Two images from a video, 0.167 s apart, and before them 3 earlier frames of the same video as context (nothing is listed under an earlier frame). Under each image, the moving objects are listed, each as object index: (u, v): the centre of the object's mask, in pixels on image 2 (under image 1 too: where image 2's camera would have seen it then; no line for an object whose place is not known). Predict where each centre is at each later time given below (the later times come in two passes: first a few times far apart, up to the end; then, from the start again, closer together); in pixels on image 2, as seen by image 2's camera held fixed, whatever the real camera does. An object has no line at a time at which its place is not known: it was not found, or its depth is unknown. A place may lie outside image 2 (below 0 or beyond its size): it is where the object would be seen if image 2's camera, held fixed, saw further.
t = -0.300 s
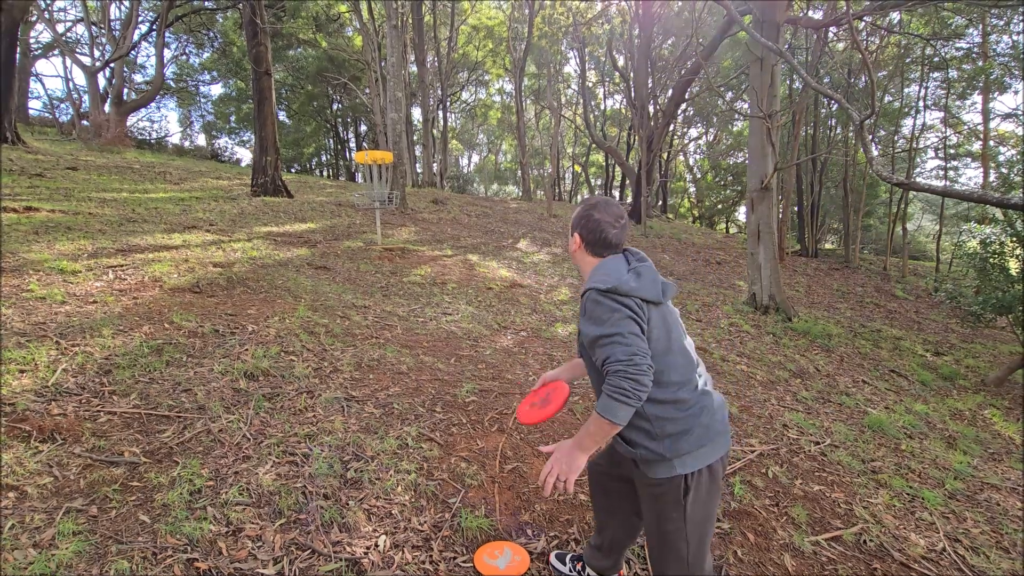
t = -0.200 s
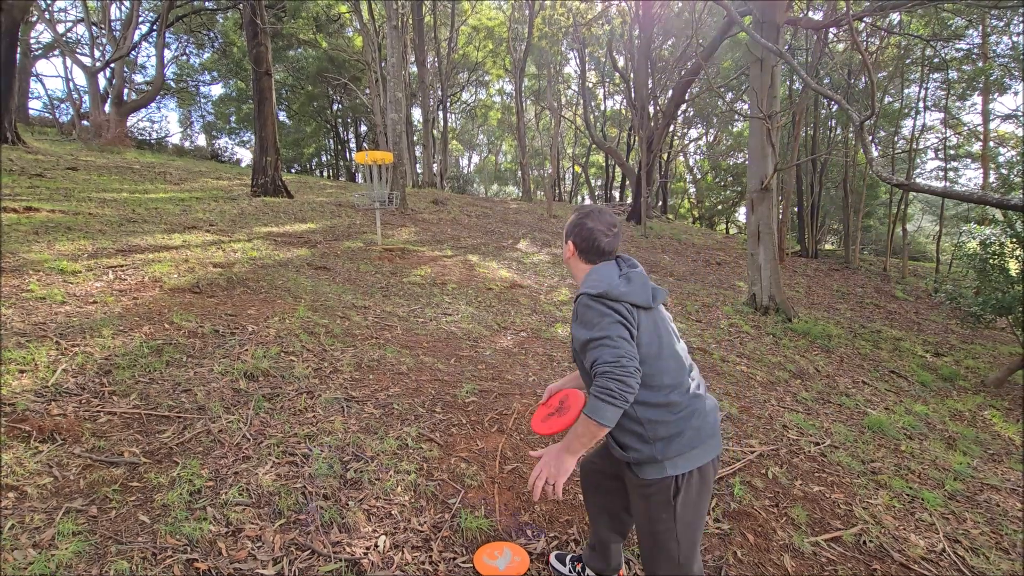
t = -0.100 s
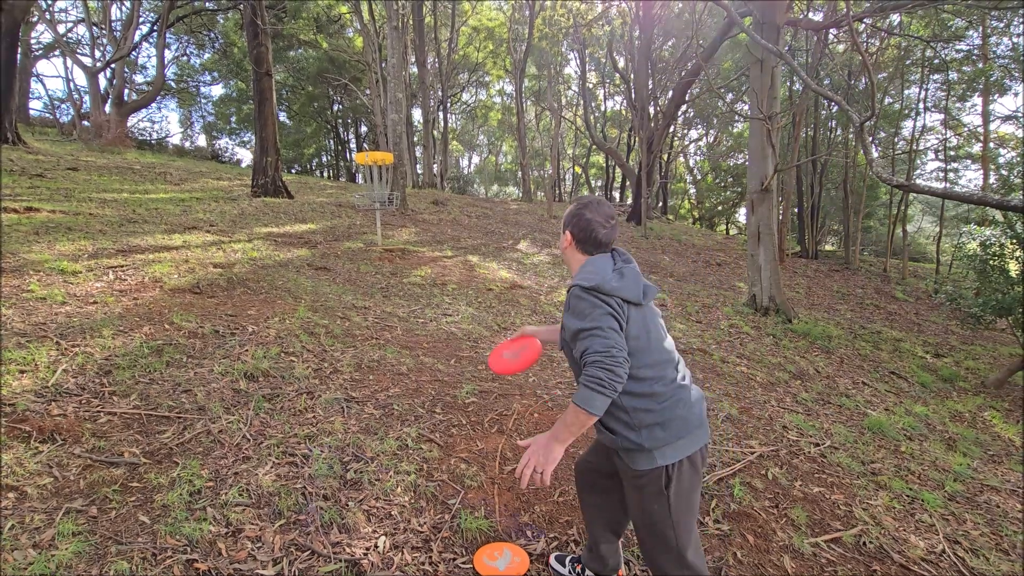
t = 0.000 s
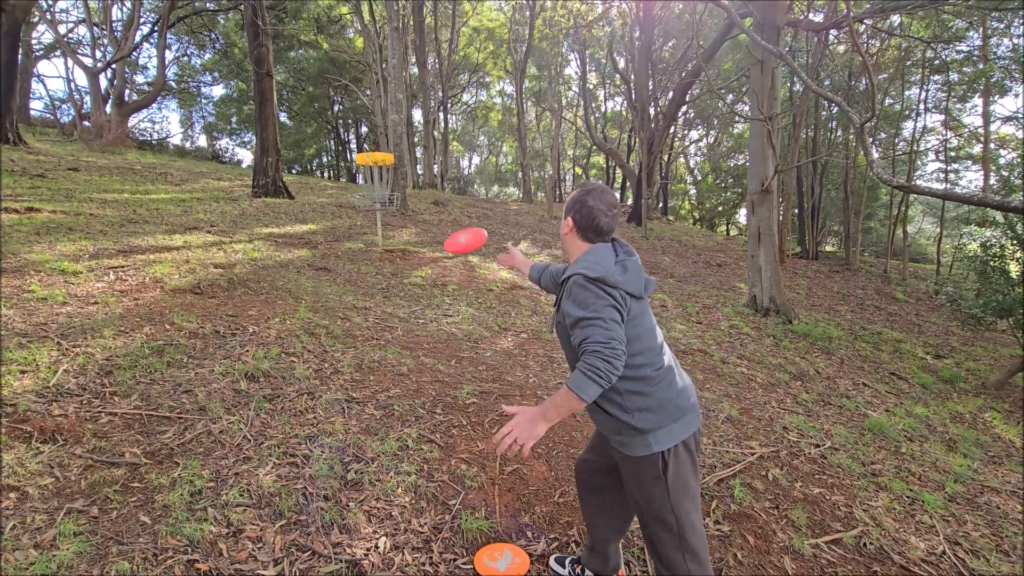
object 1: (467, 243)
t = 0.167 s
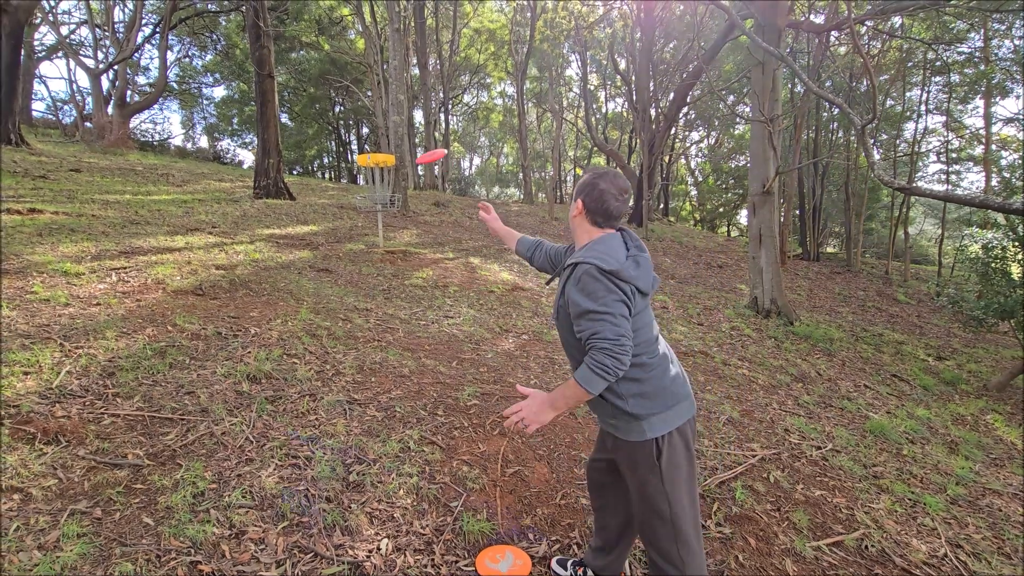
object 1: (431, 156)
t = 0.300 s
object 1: (415, 140)
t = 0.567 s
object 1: (395, 157)
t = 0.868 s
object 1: (373, 201)
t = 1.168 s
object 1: (347, 244)
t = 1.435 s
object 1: (342, 241)
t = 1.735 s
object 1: (336, 245)
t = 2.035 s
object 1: (338, 246)
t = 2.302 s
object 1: (339, 247)
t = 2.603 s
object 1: (339, 247)
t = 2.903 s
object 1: (339, 247)
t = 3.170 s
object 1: (339, 247)
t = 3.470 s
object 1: (339, 247)
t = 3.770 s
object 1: (339, 247)
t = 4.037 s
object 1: (340, 247)
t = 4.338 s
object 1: (340, 247)
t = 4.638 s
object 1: (340, 248)
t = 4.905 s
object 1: (341, 247)
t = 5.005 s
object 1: (340, 248)
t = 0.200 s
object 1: (427, 150)
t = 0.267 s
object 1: (419, 142)
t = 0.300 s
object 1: (415, 140)
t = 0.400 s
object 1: (407, 142)
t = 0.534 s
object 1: (398, 153)
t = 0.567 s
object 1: (395, 157)
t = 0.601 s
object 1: (393, 161)
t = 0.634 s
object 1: (391, 165)
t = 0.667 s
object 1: (388, 170)
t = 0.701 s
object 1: (386, 174)
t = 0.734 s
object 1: (383, 179)
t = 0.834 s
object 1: (376, 195)
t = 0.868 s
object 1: (373, 201)
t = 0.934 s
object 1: (367, 213)
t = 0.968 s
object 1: (364, 219)
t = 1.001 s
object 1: (360, 226)
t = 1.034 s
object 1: (357, 232)
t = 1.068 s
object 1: (353, 239)
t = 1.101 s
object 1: (350, 246)
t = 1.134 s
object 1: (348, 247)
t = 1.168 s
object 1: (347, 244)
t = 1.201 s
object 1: (347, 241)
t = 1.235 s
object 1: (346, 239)
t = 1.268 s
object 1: (345, 238)
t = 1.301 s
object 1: (345, 238)
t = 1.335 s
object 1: (344, 238)
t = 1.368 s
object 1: (344, 239)
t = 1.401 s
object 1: (344, 240)
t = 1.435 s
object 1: (342, 241)
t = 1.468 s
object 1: (340, 241)
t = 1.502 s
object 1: (338, 241)
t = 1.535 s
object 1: (336, 242)
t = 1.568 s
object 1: (334, 243)
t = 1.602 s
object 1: (334, 244)
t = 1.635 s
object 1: (335, 244)
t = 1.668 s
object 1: (335, 245)
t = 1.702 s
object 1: (336, 245)
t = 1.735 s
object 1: (336, 245)
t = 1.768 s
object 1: (337, 245)
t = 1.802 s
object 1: (336, 245)
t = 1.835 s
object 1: (337, 246)
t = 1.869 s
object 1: (338, 246)
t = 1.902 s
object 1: (338, 246)
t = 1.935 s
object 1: (338, 246)
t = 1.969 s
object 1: (338, 246)
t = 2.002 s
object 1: (338, 246)
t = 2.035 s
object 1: (338, 246)
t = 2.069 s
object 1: (339, 247)
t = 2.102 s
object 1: (339, 247)
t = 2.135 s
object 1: (339, 247)
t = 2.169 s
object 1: (339, 247)
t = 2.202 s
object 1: (339, 247)
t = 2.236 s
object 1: (339, 247)
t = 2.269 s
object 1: (339, 247)
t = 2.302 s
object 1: (339, 247)
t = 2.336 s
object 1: (339, 247)
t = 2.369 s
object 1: (339, 247)
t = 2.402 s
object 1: (339, 247)
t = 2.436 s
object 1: (339, 247)
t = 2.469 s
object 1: (339, 247)
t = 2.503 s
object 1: (339, 247)
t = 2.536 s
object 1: (339, 247)
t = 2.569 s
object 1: (339, 247)
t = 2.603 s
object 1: (339, 247)
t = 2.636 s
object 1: (339, 247)
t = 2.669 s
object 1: (339, 247)
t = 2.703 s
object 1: (339, 247)
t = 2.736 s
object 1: (339, 247)
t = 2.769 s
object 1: (339, 247)
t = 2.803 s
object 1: (339, 247)
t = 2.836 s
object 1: (339, 247)
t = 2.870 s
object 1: (339, 247)
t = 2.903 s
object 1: (339, 247)
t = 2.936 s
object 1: (339, 247)
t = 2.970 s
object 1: (339, 247)
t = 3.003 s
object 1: (339, 247)
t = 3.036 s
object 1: (339, 247)
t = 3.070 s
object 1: (339, 247)
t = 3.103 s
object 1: (339, 247)
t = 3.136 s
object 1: (339, 247)
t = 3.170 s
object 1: (339, 247)
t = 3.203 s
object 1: (339, 247)
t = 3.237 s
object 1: (339, 247)
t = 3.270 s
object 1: (339, 247)
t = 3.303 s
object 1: (339, 247)
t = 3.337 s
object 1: (339, 247)
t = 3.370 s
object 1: (339, 247)
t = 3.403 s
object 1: (339, 247)
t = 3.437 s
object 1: (339, 247)
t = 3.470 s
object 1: (339, 247)
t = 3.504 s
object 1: (339, 247)
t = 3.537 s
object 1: (339, 247)
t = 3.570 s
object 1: (339, 247)
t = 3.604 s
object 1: (339, 247)
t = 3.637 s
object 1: (339, 247)
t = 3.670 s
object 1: (339, 247)
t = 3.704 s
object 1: (340, 247)
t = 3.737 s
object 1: (340, 247)
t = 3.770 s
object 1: (339, 247)
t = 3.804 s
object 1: (340, 247)
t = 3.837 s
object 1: (340, 247)
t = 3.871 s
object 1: (340, 247)
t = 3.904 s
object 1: (340, 247)
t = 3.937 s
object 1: (340, 247)
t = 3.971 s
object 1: (340, 247)
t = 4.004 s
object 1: (340, 247)
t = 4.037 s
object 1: (340, 247)
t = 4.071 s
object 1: (340, 247)
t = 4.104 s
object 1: (340, 247)
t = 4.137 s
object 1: (340, 247)
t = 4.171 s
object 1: (340, 247)
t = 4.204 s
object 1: (340, 247)
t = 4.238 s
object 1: (340, 247)
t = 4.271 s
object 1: (340, 247)
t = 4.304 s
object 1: (340, 247)
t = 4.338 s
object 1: (340, 247)
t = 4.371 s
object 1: (340, 247)
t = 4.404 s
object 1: (340, 247)
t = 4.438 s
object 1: (340, 247)
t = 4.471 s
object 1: (340, 247)
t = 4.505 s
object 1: (340, 247)
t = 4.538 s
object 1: (340, 247)
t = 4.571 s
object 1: (340, 247)
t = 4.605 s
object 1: (340, 248)
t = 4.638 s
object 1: (340, 248)
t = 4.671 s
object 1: (340, 248)
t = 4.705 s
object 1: (340, 248)
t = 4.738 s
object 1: (340, 248)
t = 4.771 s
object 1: (341, 247)
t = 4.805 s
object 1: (340, 248)
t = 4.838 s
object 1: (340, 248)
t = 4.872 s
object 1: (341, 248)
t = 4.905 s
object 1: (341, 247)
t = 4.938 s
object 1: (341, 248)
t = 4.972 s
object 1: (341, 248)
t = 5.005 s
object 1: (340, 248)
